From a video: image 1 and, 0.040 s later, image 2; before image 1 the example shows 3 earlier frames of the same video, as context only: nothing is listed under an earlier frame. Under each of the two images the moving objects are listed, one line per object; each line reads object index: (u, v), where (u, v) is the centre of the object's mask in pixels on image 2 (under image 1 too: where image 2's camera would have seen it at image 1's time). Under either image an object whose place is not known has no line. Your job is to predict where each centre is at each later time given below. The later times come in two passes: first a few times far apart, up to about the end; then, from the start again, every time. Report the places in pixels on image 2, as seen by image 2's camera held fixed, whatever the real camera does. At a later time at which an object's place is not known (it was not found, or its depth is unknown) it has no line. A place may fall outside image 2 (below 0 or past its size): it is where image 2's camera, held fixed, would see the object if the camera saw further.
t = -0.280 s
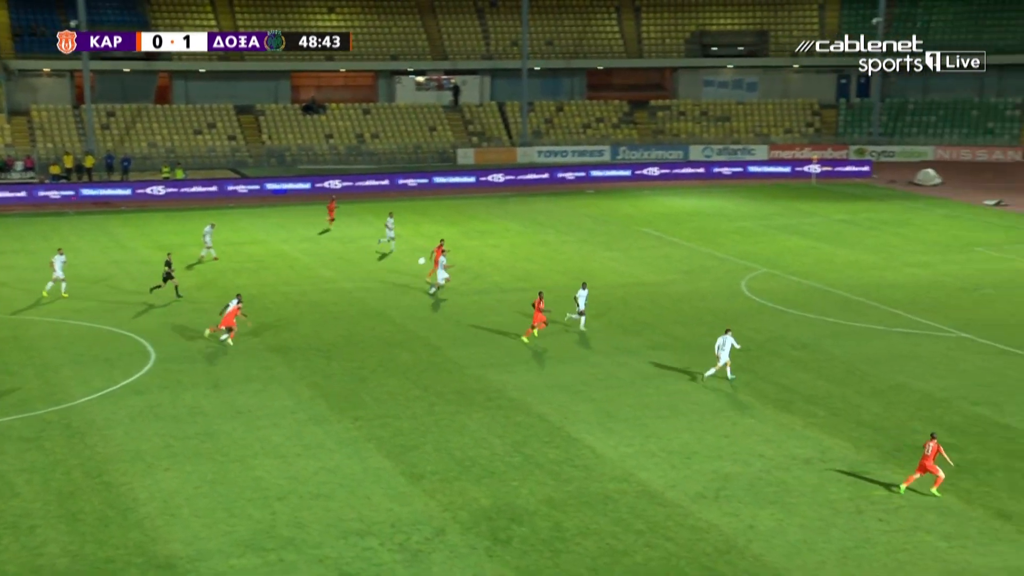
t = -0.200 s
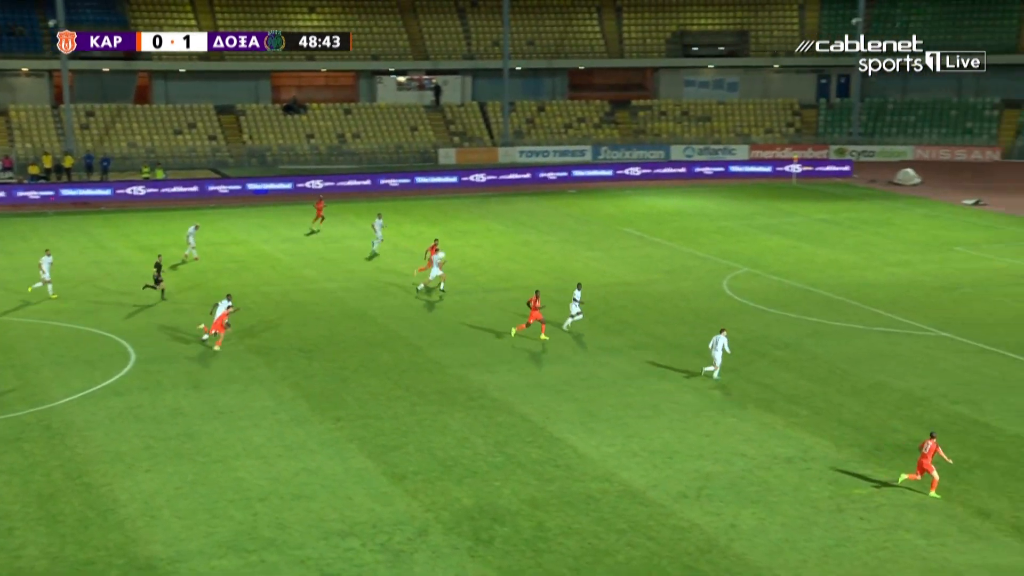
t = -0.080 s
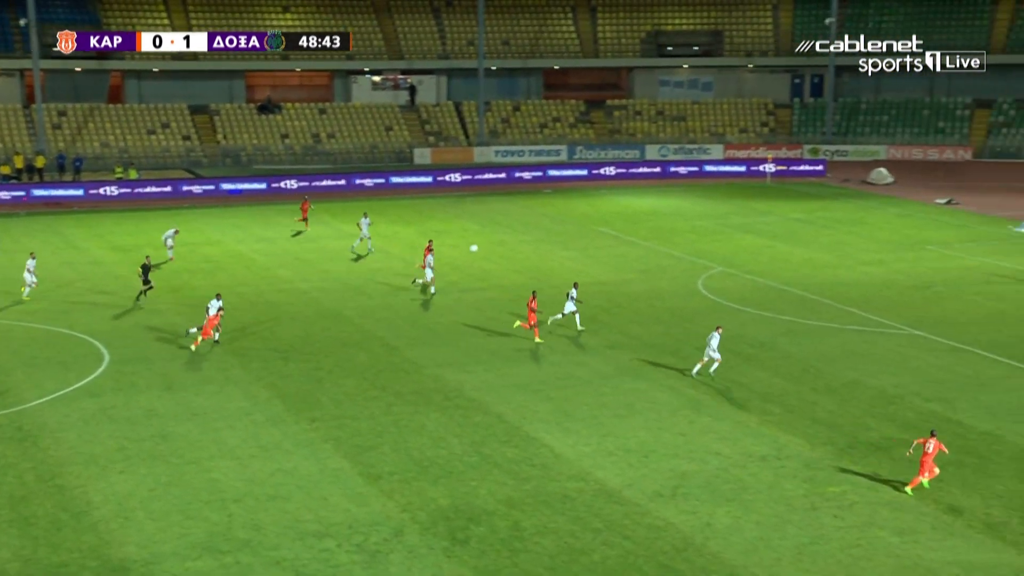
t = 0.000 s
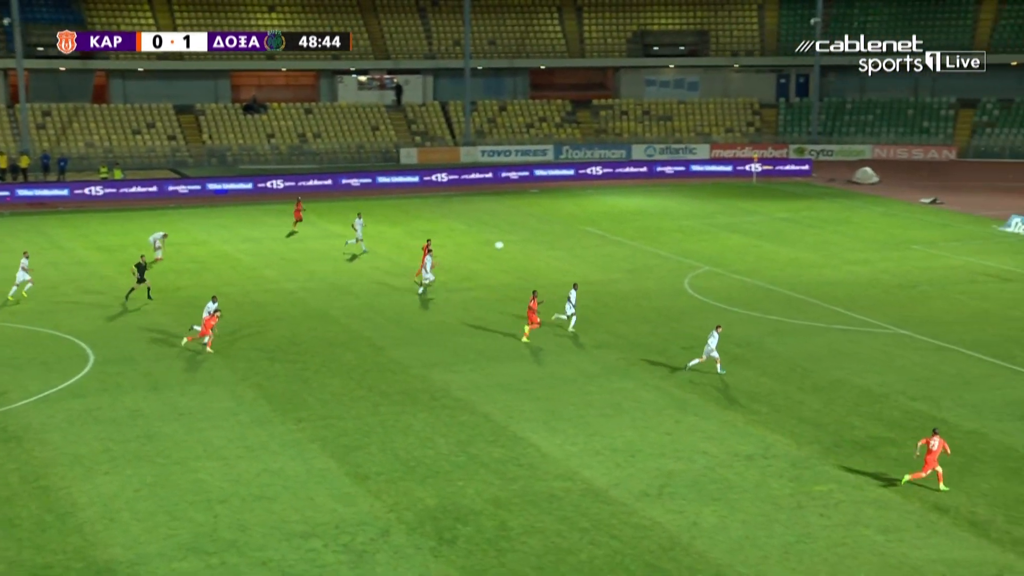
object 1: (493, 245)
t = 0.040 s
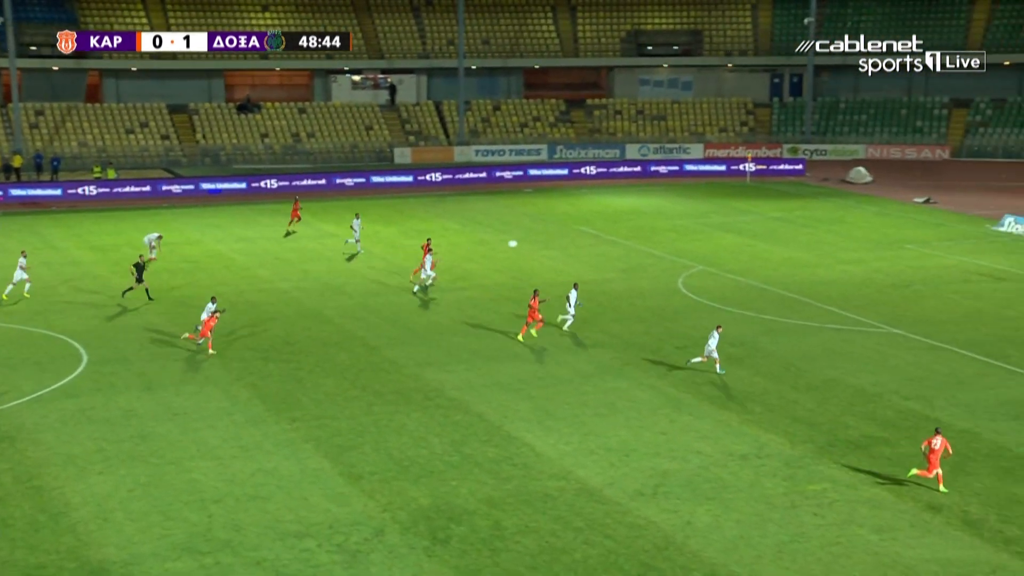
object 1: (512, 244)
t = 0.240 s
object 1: (610, 244)
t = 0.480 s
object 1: (730, 258)
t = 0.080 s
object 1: (531, 243)
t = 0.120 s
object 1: (551, 243)
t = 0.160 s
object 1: (570, 243)
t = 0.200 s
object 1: (590, 243)
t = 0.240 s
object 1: (610, 244)
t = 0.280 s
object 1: (629, 245)
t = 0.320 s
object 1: (649, 247)
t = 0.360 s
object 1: (669, 249)
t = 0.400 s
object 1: (689, 252)
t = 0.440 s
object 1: (710, 254)
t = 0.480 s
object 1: (730, 258)
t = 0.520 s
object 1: (750, 261)
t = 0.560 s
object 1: (771, 266)
